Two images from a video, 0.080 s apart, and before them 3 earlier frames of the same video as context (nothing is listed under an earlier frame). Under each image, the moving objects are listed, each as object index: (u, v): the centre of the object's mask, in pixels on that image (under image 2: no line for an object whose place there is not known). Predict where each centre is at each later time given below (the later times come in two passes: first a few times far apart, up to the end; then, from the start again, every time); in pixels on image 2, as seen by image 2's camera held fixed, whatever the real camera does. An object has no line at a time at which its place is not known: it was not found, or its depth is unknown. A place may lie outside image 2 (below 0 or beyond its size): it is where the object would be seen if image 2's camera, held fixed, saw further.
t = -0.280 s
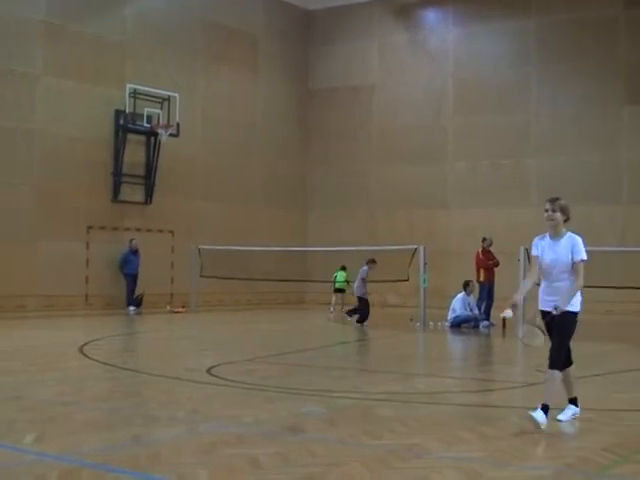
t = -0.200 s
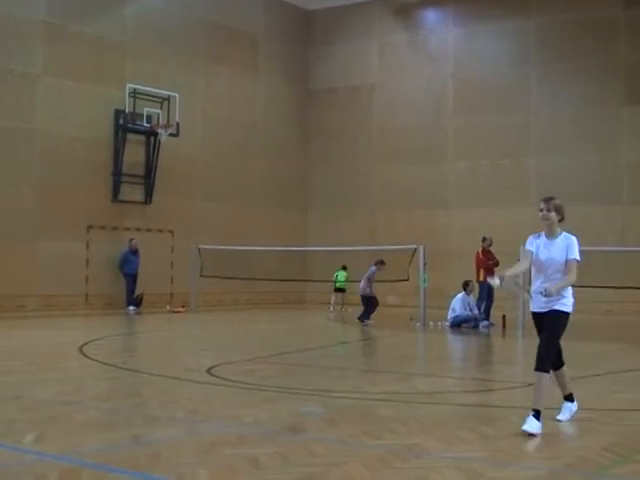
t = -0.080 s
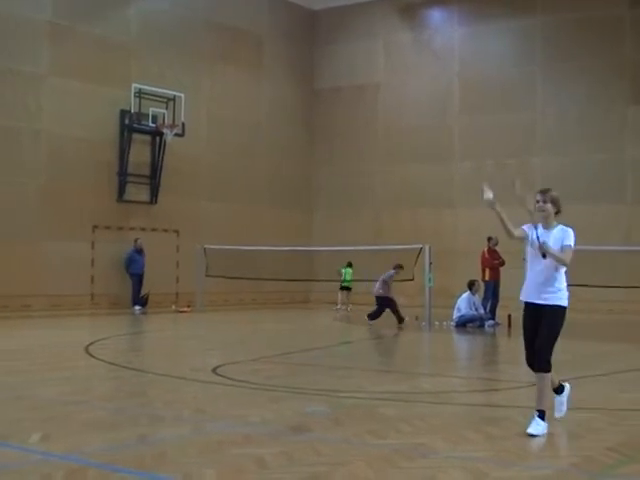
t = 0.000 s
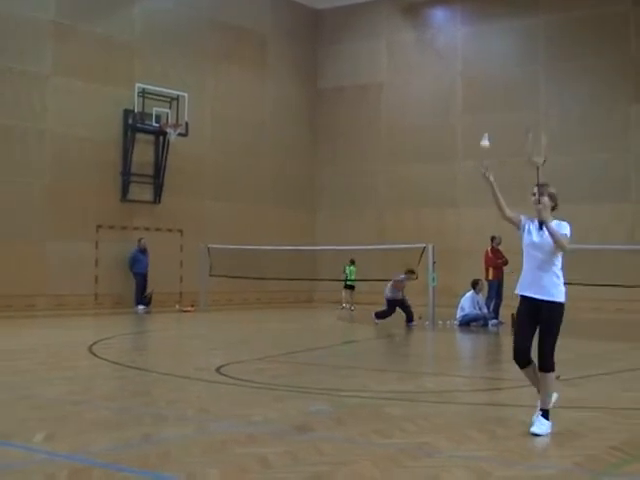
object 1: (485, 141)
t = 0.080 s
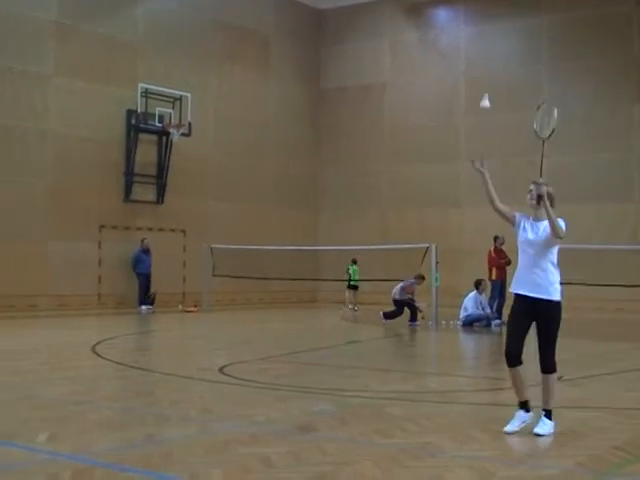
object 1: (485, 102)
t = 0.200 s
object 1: (482, 64)
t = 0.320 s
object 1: (479, 46)
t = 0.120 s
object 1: (484, 86)
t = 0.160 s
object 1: (483, 73)
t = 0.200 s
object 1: (482, 64)
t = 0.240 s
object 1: (481, 56)
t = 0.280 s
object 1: (480, 50)
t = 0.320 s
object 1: (479, 46)
